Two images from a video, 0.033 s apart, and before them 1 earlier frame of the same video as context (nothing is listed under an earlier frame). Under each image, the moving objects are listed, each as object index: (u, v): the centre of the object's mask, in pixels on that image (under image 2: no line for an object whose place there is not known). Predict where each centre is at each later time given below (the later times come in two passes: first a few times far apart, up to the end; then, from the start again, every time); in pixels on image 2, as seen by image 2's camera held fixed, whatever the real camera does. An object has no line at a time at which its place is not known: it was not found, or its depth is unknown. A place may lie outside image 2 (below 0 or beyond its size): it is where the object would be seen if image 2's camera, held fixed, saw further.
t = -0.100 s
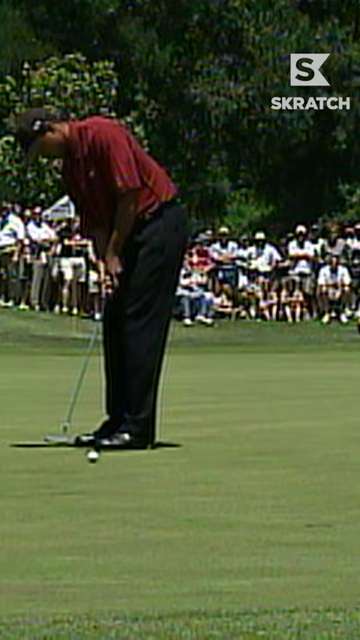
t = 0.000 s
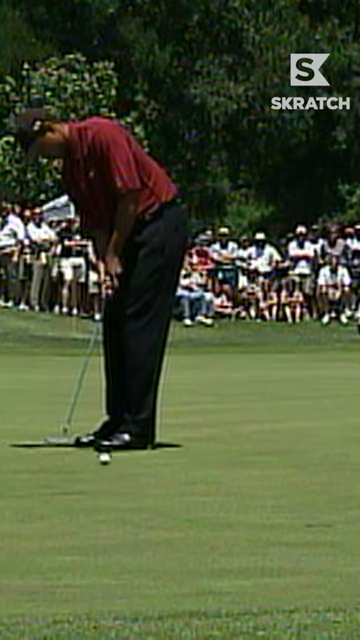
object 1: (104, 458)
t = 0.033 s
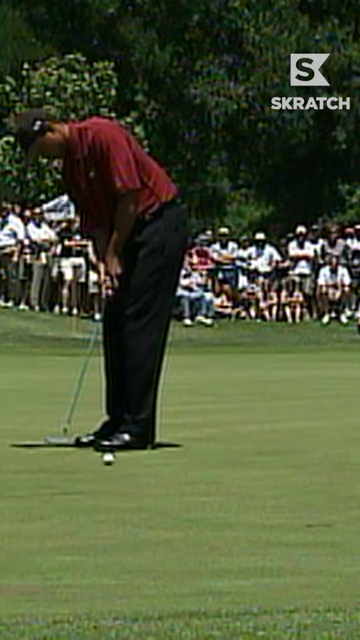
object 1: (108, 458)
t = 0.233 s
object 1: (130, 462)
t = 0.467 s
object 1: (156, 467)
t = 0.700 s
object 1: (180, 472)
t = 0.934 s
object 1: (201, 477)
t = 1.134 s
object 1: (216, 481)
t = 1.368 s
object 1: (232, 485)
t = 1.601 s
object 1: (247, 490)
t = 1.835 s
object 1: (258, 493)
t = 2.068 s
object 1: (270, 497)
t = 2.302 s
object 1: (280, 501)
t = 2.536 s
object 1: (288, 504)
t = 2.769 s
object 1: (294, 507)
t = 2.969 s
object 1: (298, 510)
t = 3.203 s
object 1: (304, 512)
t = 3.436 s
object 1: (309, 514)
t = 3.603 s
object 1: (313, 516)
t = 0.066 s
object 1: (112, 459)
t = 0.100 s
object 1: (115, 459)
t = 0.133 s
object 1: (119, 460)
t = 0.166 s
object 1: (123, 461)
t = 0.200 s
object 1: (127, 461)
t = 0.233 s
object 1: (130, 462)
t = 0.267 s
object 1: (134, 463)
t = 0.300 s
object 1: (137, 463)
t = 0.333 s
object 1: (141, 464)
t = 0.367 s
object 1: (145, 465)
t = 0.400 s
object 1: (149, 466)
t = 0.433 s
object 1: (152, 466)
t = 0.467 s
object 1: (156, 467)
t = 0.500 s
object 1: (160, 467)
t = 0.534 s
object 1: (163, 469)
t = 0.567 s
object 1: (167, 469)
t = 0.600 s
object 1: (170, 470)
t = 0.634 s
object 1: (174, 471)
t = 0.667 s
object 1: (177, 471)
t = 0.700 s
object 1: (180, 472)
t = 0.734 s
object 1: (183, 473)
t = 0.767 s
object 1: (186, 473)
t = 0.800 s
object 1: (189, 474)
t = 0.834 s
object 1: (192, 474)
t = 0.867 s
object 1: (195, 475)
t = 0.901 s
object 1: (198, 476)
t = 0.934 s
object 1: (201, 477)
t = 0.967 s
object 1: (204, 477)
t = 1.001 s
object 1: (206, 478)
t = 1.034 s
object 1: (209, 479)
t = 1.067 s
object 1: (211, 480)
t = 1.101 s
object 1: (214, 480)
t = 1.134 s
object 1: (216, 481)
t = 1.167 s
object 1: (219, 481)
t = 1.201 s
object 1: (221, 482)
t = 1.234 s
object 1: (224, 482)
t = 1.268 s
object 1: (226, 483)
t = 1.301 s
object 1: (228, 484)
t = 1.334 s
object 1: (230, 484)
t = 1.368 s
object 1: (232, 485)
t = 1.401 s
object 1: (234, 486)
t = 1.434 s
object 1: (237, 486)
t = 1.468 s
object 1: (239, 487)
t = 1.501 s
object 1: (241, 487)
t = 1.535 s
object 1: (243, 488)
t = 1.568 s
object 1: (245, 489)
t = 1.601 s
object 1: (247, 490)
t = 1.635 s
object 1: (248, 490)
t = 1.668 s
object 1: (250, 490)
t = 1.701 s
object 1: (252, 491)
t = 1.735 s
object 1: (253, 492)
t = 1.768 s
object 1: (255, 492)
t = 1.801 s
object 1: (257, 493)
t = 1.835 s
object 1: (258, 493)
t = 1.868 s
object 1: (260, 494)
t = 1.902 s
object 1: (262, 494)
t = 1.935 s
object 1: (264, 494)
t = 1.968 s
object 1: (265, 495)
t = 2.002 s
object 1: (266, 496)
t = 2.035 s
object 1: (268, 496)
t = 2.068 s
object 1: (270, 497)
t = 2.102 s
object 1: (271, 497)
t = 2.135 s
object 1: (273, 498)
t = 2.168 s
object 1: (274, 499)
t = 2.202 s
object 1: (276, 499)
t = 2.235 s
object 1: (277, 499)
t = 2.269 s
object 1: (279, 500)
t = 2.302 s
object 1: (280, 501)
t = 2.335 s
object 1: (281, 501)
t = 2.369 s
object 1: (282, 502)
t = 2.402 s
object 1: (284, 502)
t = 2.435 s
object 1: (285, 502)
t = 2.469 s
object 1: (286, 502)
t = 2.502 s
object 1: (287, 503)
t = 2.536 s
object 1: (288, 504)
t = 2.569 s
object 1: (289, 505)
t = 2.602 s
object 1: (290, 505)
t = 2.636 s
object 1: (291, 505)
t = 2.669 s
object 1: (292, 506)
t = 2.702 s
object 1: (292, 506)
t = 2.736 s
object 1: (293, 507)
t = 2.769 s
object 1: (294, 507)
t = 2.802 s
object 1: (294, 507)
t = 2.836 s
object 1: (295, 508)
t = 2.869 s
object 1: (296, 509)
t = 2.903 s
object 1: (297, 509)
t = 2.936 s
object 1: (297, 509)
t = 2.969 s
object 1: (298, 510)
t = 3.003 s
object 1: (299, 511)
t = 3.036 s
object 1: (300, 511)
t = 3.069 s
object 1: (301, 511)
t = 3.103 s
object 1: (302, 511)
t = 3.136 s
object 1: (303, 512)
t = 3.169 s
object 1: (304, 512)
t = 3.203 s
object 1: (304, 512)
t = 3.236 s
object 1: (305, 512)
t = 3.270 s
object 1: (306, 513)
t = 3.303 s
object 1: (306, 513)
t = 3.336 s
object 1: (307, 512)
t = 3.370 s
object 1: (308, 513)
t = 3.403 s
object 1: (308, 514)
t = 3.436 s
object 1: (309, 514)
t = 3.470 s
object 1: (310, 514)
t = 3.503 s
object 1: (311, 514)
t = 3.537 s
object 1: (311, 515)
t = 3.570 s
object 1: (312, 516)
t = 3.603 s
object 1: (313, 516)
